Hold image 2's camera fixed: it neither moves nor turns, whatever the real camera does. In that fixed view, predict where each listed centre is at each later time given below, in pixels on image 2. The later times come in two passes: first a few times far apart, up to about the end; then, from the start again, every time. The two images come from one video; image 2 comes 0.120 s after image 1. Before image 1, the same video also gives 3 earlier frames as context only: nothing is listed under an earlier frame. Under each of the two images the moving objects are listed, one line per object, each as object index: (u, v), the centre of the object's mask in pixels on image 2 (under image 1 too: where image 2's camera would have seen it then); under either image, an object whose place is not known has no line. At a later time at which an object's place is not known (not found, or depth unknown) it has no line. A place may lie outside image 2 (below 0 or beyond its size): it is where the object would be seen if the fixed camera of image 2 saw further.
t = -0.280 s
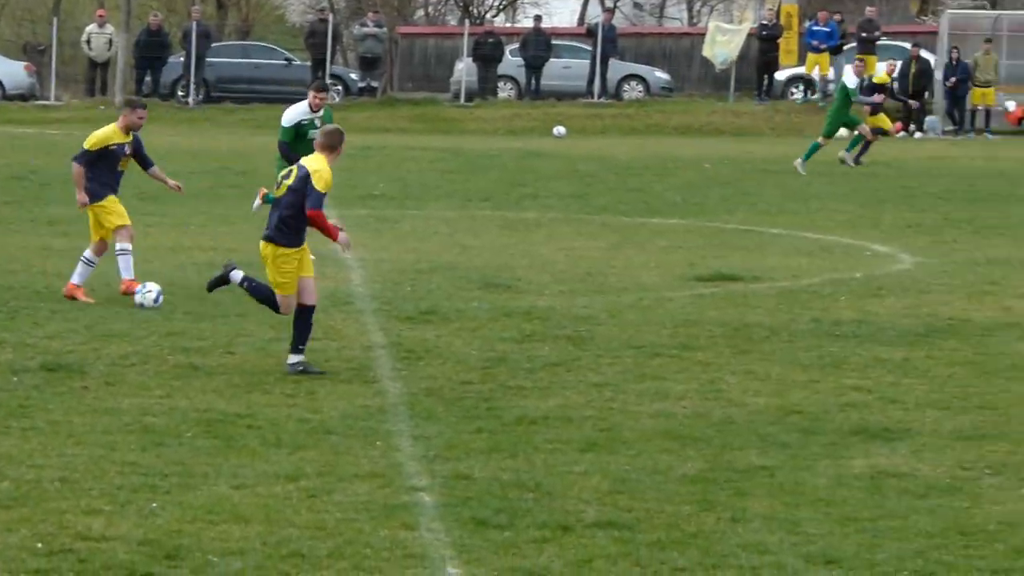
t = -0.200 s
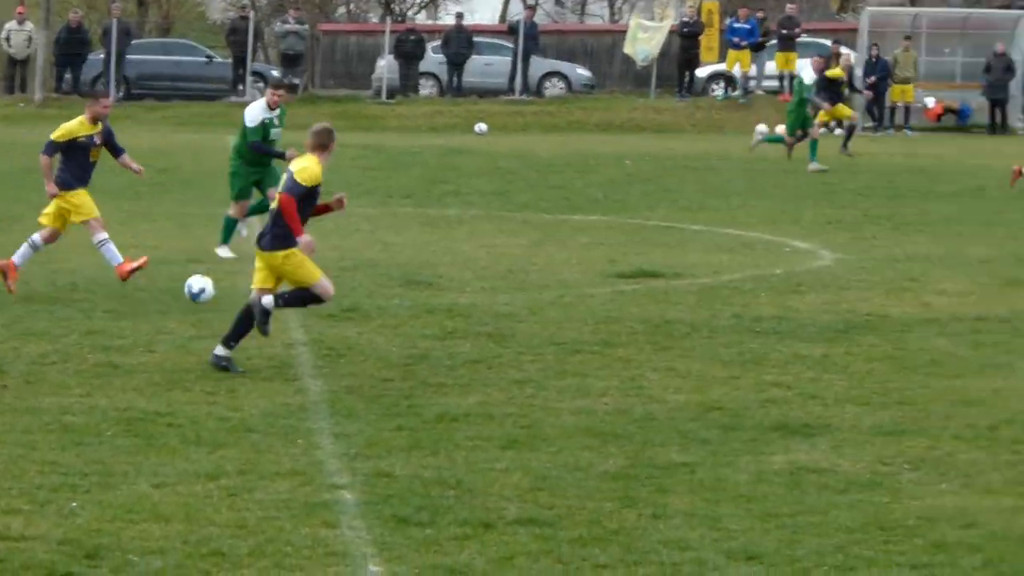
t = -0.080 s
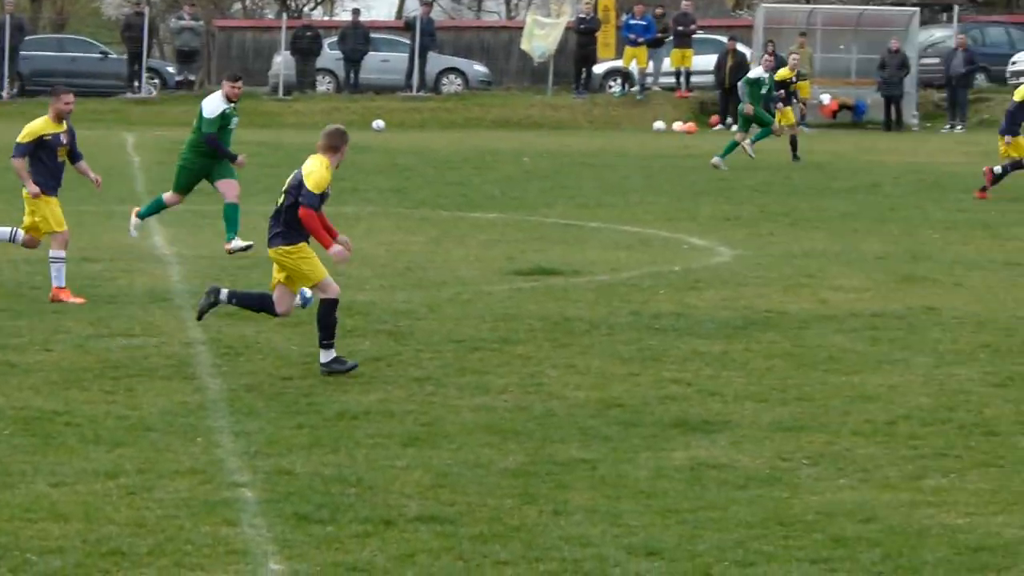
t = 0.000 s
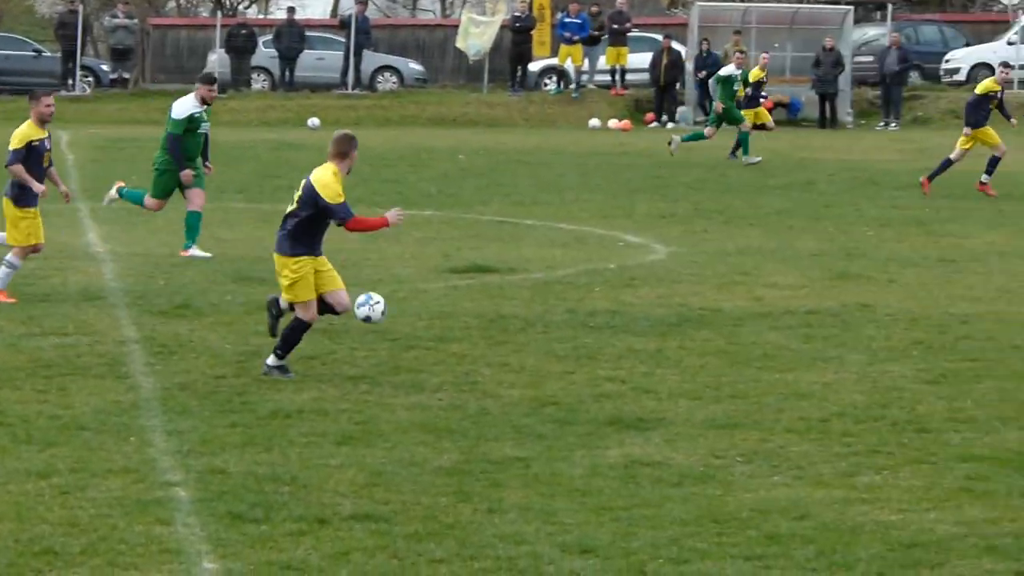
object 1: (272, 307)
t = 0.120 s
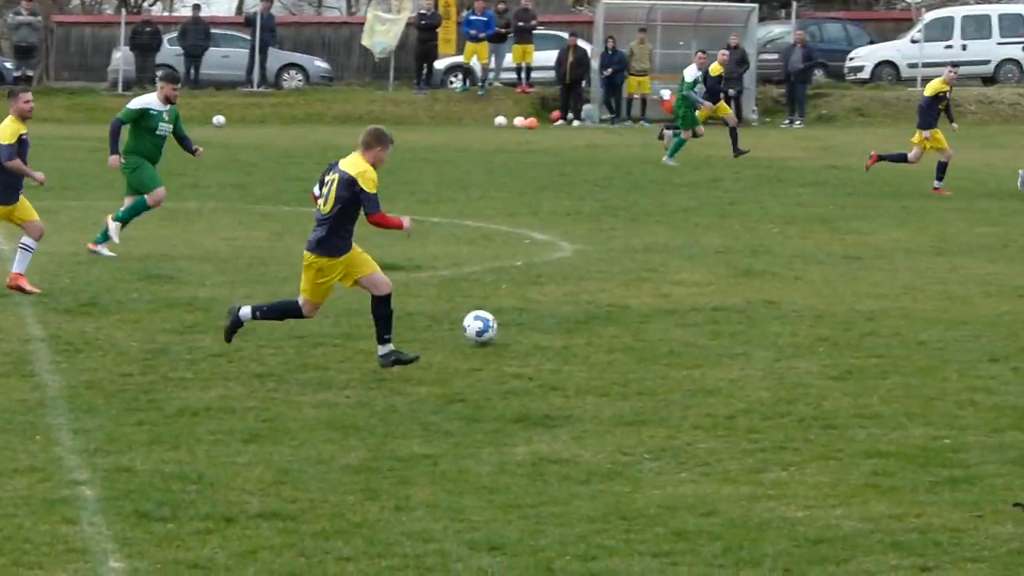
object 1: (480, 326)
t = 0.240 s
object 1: (677, 338)
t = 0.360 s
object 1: (875, 361)
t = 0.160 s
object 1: (546, 327)
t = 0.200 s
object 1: (609, 331)
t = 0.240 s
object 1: (677, 338)
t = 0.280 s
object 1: (743, 348)
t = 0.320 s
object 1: (811, 360)
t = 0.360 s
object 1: (875, 361)
